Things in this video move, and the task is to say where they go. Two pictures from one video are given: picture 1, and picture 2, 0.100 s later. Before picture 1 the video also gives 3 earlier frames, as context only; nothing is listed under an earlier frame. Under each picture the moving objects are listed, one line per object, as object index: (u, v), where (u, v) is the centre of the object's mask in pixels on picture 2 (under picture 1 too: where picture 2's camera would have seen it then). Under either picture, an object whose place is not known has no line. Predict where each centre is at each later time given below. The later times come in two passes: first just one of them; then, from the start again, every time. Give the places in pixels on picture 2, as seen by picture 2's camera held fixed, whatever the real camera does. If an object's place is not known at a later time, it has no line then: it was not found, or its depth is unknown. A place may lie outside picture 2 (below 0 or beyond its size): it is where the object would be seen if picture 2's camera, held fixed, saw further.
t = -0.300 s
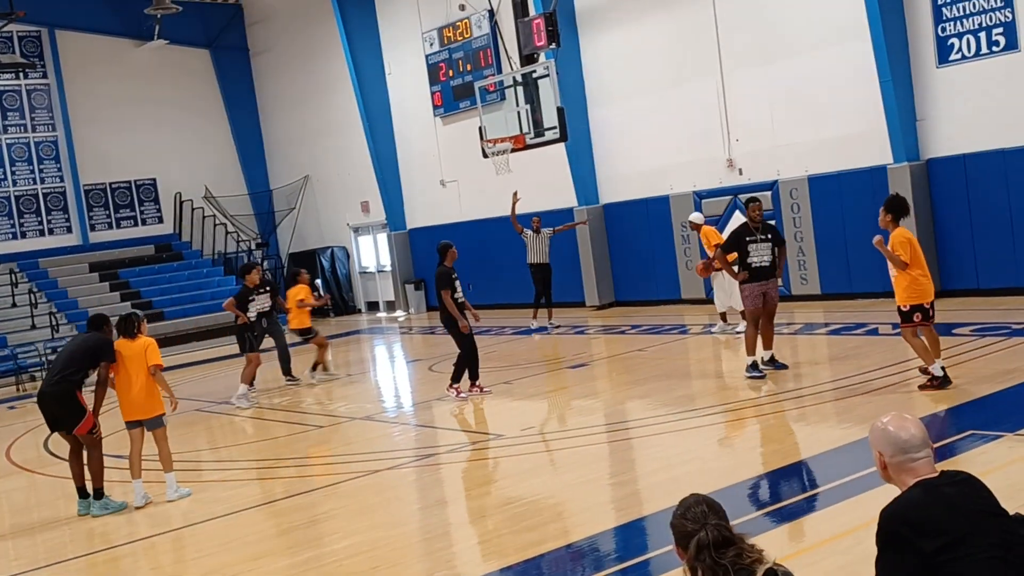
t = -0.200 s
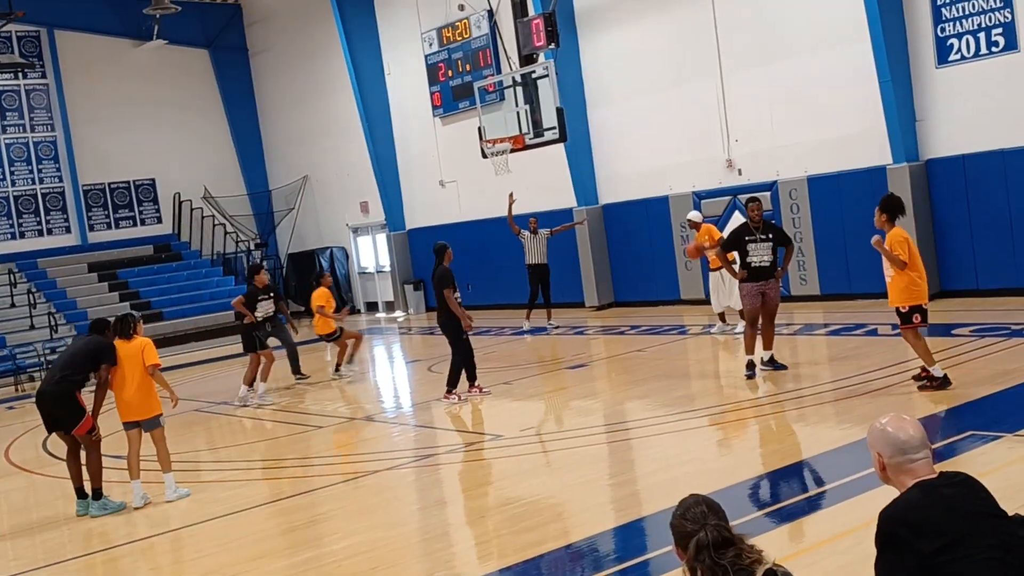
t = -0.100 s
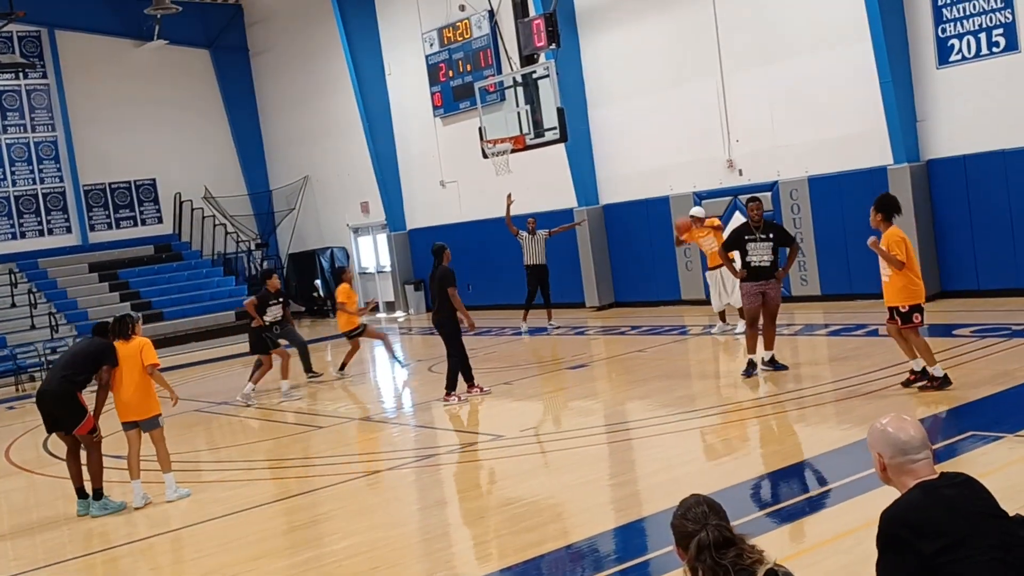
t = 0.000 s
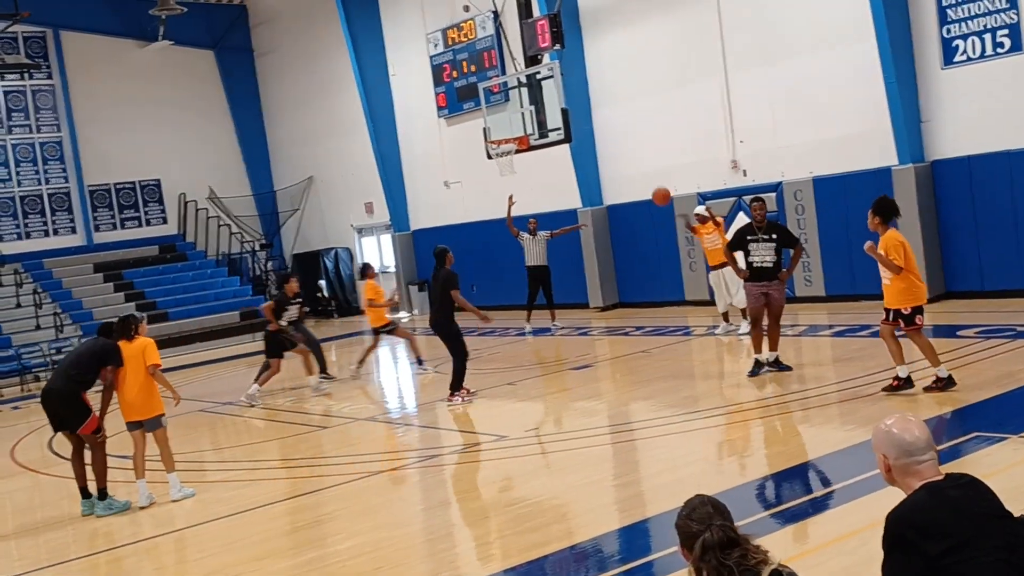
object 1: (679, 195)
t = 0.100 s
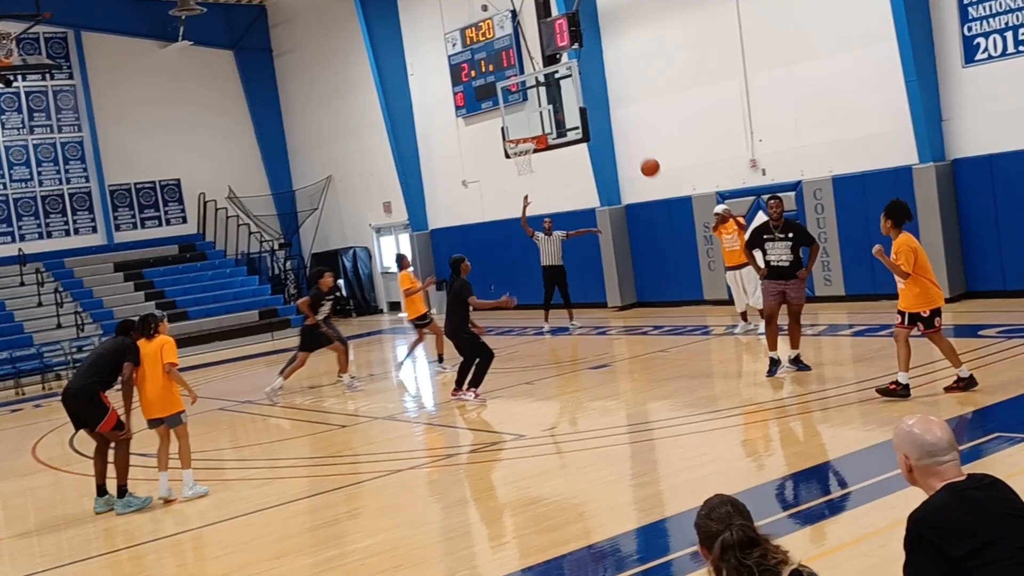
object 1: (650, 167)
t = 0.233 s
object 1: (611, 140)
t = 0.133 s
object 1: (640, 159)
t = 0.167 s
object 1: (631, 152)
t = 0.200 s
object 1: (621, 146)
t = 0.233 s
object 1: (611, 140)
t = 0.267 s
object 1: (602, 134)
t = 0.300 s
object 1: (593, 130)
